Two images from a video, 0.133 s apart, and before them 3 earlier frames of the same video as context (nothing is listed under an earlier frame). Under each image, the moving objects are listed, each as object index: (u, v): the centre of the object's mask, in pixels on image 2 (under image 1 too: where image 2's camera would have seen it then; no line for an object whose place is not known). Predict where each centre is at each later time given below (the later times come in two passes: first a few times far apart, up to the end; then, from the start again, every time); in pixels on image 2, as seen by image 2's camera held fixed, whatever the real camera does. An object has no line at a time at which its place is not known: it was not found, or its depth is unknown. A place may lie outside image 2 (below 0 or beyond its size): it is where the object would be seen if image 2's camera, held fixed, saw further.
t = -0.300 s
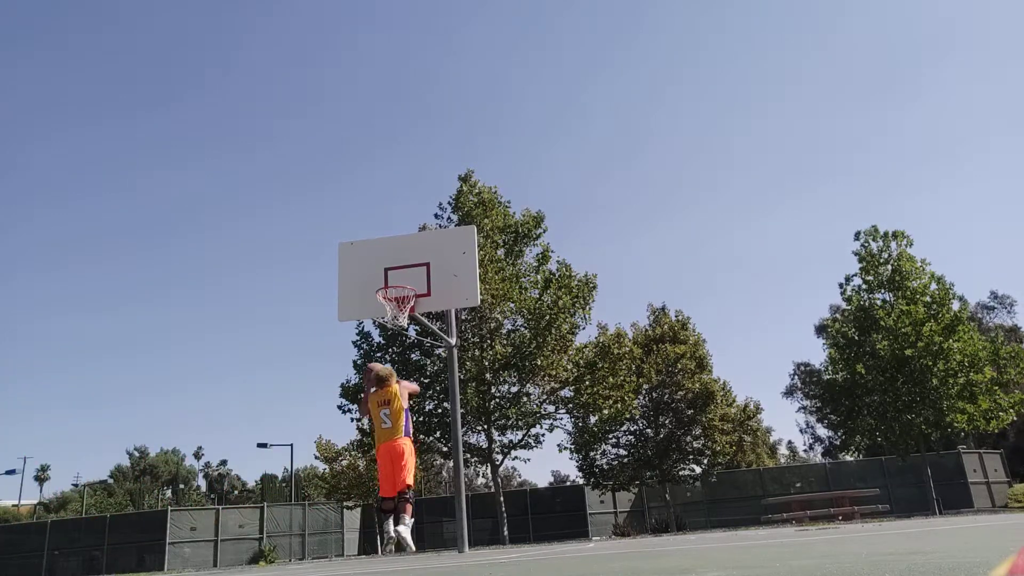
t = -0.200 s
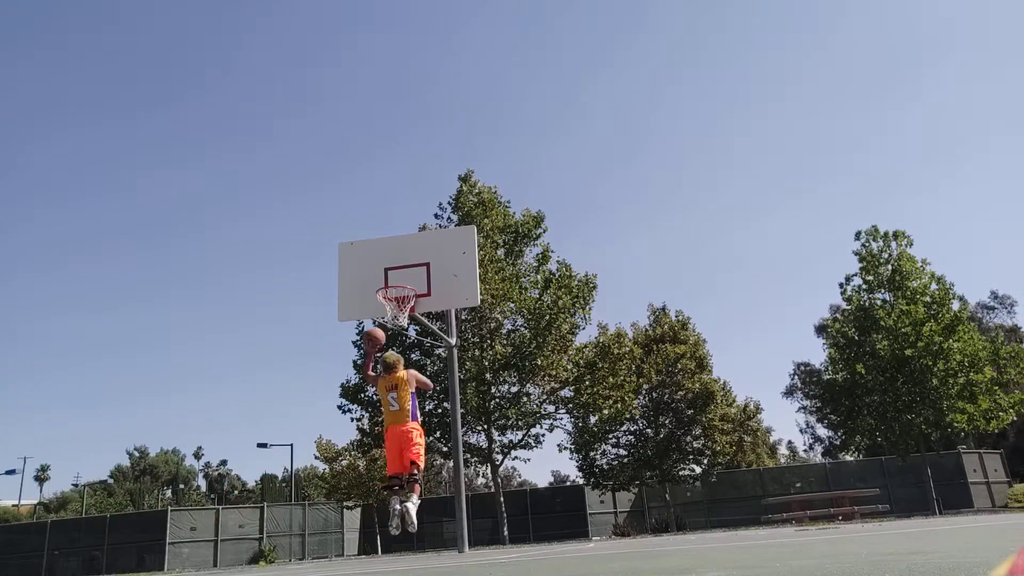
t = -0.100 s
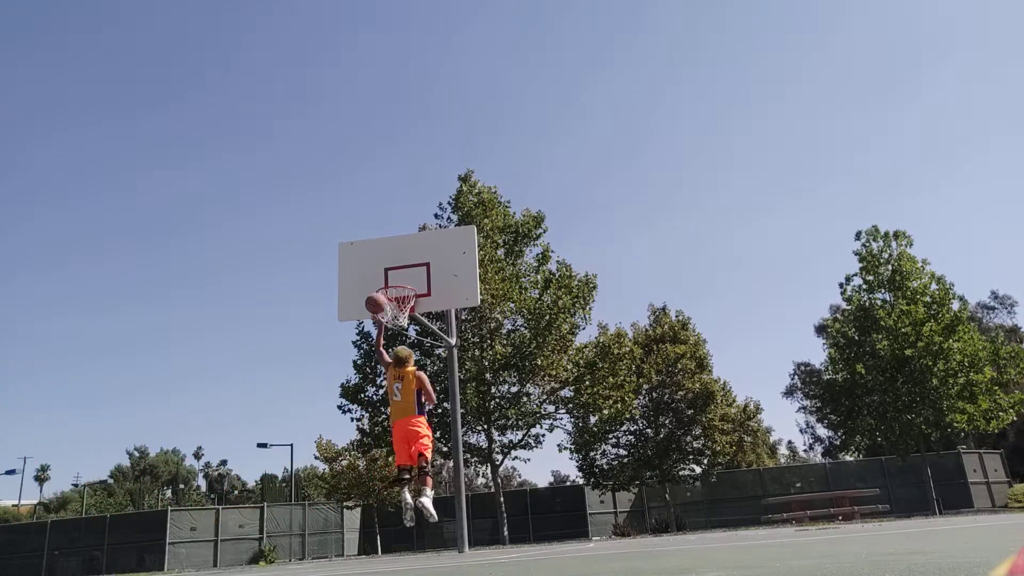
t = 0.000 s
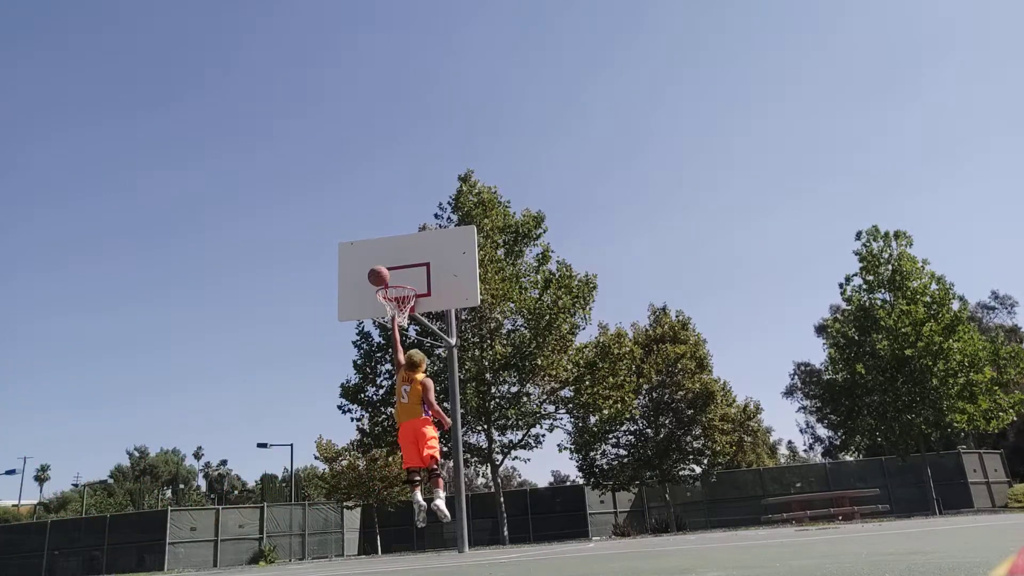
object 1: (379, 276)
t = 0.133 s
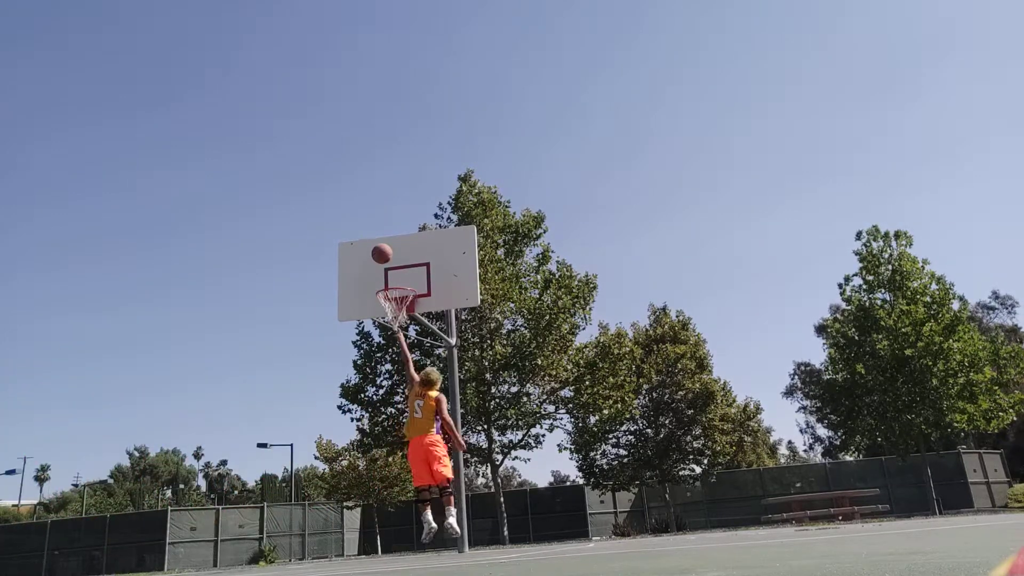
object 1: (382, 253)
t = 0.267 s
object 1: (386, 245)
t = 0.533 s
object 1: (394, 269)
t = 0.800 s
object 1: (400, 323)
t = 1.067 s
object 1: (401, 389)
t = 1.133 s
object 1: (401, 417)
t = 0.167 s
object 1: (383, 250)
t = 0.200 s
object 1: (383, 248)
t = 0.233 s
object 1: (385, 246)
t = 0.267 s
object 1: (386, 245)
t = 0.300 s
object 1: (387, 246)
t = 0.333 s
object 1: (388, 246)
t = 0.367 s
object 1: (389, 248)
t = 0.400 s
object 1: (390, 251)
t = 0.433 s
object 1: (391, 254)
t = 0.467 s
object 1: (392, 258)
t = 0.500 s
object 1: (393, 263)
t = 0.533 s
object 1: (394, 269)
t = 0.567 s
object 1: (394, 275)
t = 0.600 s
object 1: (397, 281)
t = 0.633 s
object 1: (399, 289)
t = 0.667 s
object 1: (400, 297)
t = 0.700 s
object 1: (401, 303)
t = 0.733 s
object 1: (401, 317)
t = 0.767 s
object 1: (400, 321)
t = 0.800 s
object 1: (400, 323)
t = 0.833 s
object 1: (401, 326)
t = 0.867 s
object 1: (400, 333)
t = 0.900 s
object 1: (400, 339)
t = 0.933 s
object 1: (401, 347)
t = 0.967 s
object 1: (400, 356)
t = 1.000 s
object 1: (400, 366)
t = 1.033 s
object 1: (401, 377)
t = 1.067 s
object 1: (401, 389)
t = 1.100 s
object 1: (401, 401)
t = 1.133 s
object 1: (401, 417)
